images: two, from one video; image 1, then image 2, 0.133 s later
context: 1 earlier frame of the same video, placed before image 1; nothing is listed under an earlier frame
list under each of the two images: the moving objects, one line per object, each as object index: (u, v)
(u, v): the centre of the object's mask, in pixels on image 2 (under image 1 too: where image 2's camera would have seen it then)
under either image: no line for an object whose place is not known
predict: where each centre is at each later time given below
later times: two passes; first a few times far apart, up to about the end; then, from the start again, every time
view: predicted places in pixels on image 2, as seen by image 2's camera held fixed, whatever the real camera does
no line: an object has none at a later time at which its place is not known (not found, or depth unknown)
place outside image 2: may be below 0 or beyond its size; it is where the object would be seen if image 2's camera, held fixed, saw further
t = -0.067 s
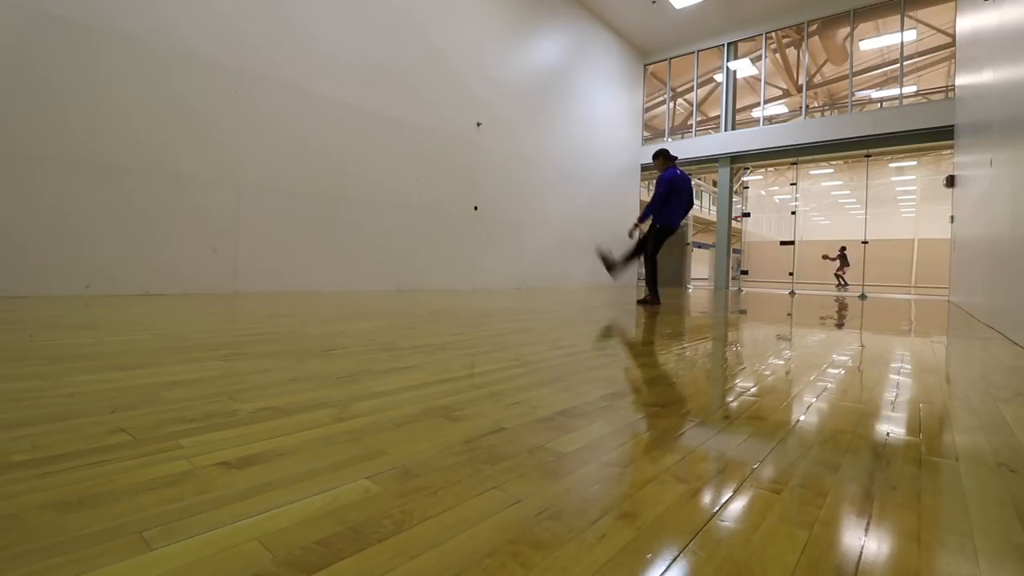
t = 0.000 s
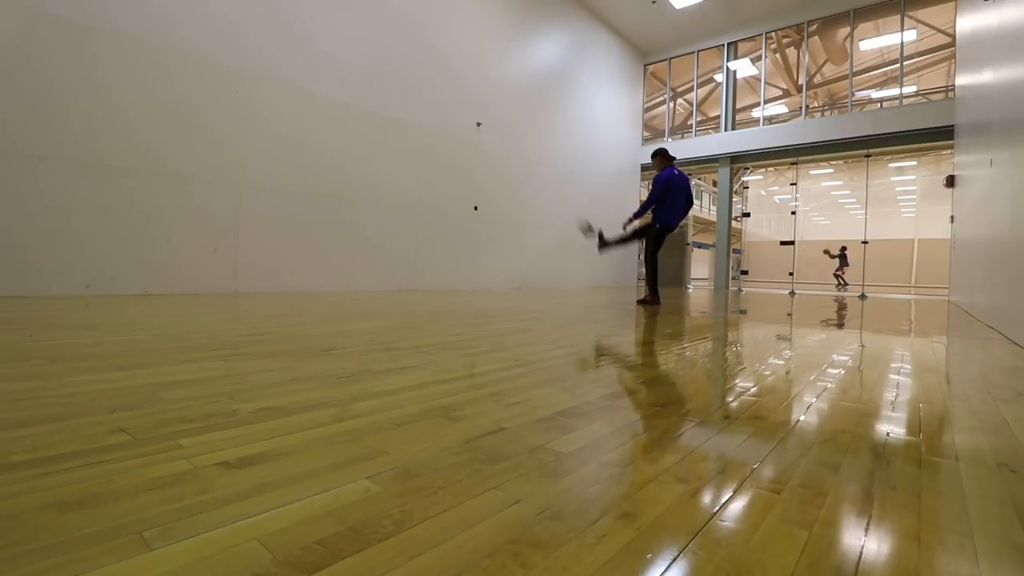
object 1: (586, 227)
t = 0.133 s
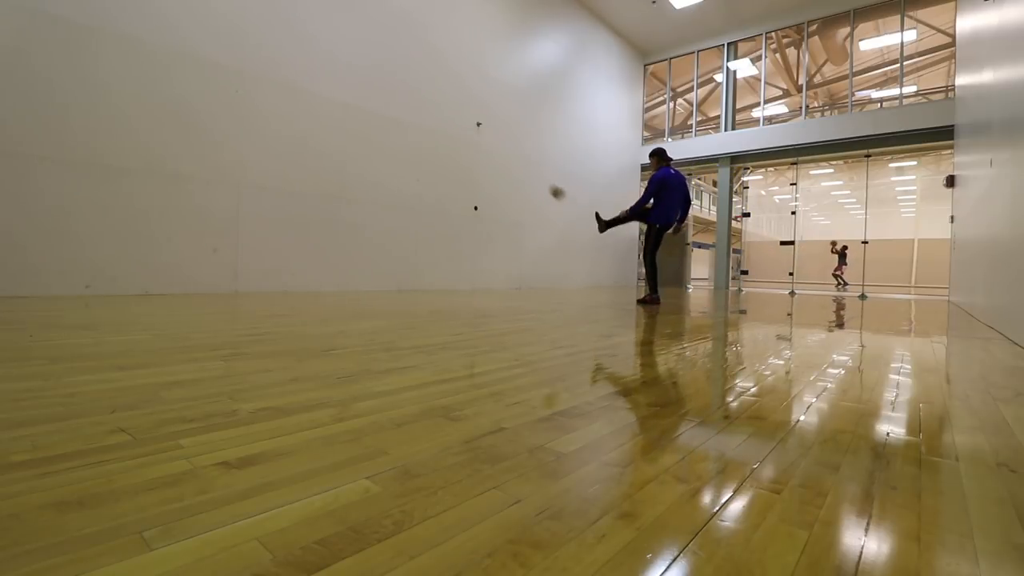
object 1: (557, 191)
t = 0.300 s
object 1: (525, 168)
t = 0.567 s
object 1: (519, 164)
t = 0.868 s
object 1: (584, 200)
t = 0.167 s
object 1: (550, 184)
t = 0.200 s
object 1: (544, 179)
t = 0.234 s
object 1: (537, 175)
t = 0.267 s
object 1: (530, 171)
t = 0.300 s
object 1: (525, 168)
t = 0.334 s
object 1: (519, 166)
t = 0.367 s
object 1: (513, 165)
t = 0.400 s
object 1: (508, 163)
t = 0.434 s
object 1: (503, 164)
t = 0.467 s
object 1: (499, 164)
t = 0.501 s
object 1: (506, 163)
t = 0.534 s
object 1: (513, 163)
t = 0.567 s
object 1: (519, 164)
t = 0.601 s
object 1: (526, 165)
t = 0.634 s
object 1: (533, 167)
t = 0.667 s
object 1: (541, 170)
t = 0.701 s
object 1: (548, 173)
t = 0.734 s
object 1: (555, 176)
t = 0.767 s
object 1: (561, 181)
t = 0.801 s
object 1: (569, 187)
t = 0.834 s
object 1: (577, 193)
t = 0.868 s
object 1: (584, 200)
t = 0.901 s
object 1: (592, 208)
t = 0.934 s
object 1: (599, 216)
